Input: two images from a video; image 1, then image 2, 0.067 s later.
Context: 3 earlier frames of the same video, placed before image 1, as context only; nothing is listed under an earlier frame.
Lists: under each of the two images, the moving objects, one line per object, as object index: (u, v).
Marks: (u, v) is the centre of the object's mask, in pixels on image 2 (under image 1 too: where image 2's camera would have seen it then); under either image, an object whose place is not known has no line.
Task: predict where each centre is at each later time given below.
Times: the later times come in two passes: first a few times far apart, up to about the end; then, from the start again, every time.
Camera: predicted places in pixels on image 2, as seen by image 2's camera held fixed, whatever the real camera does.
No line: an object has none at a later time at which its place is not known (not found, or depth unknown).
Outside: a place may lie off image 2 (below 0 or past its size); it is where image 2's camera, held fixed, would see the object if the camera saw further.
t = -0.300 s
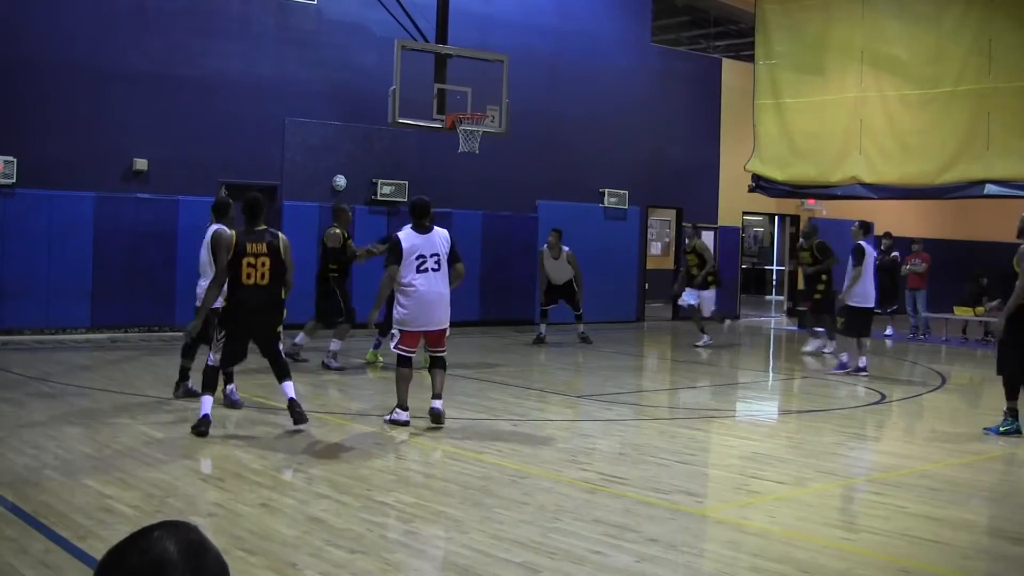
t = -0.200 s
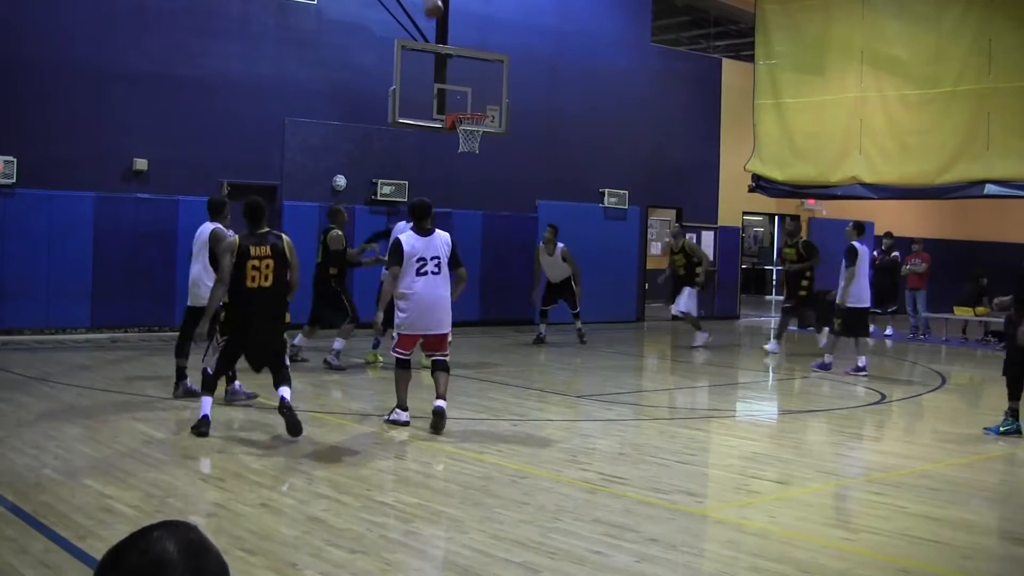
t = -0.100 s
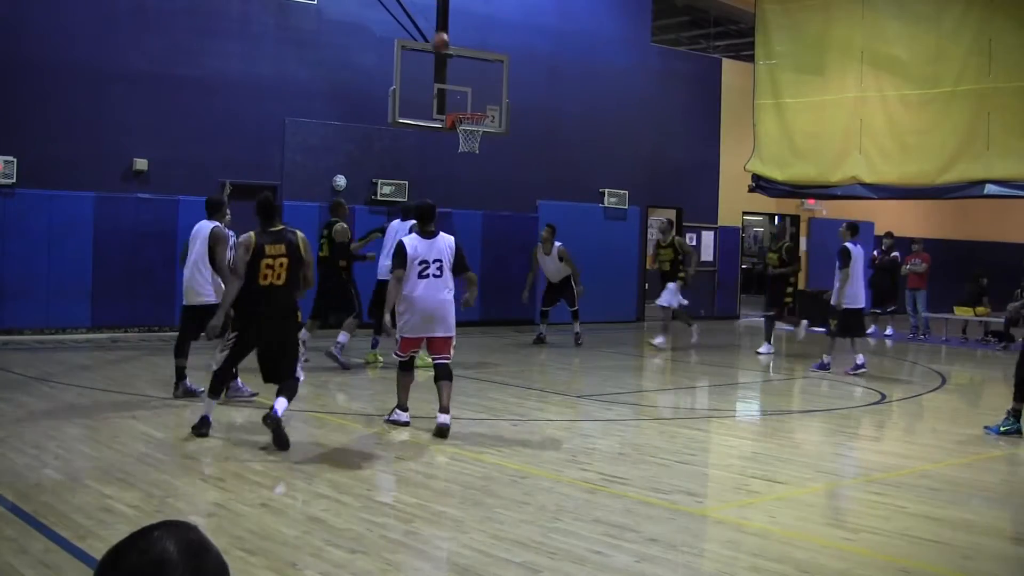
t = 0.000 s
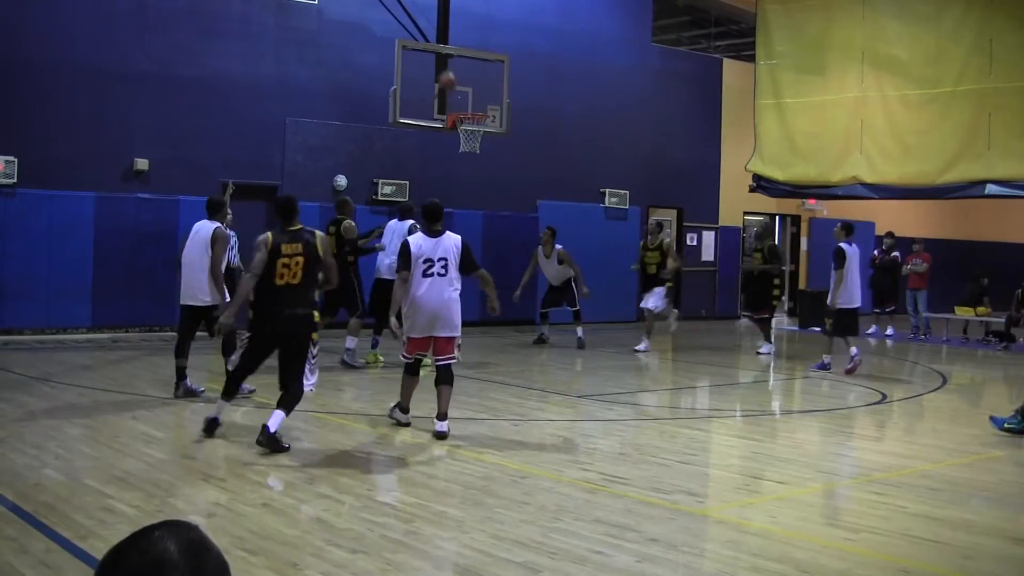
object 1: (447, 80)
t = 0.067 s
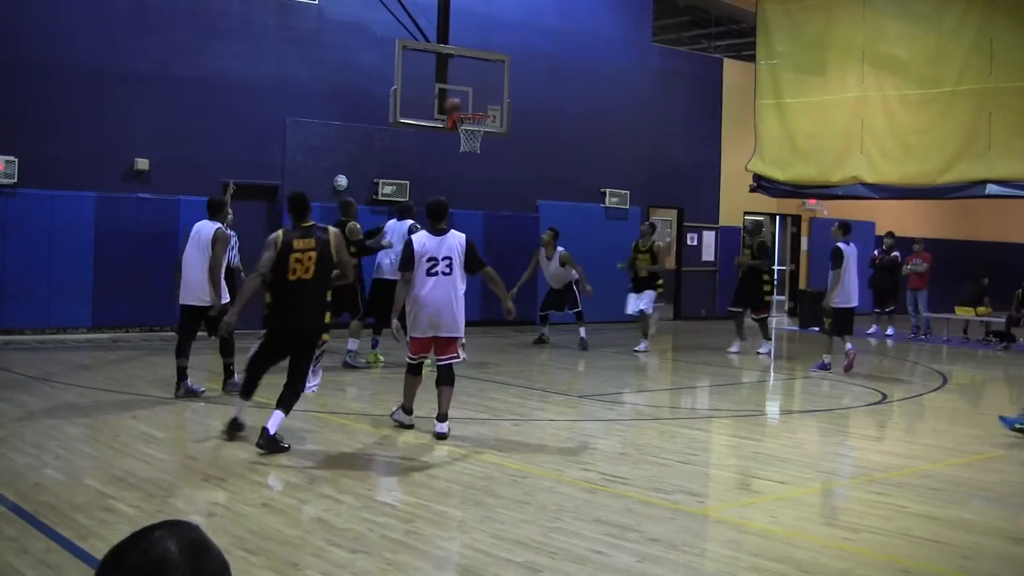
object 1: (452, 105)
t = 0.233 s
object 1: (479, 66)
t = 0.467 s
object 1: (516, 43)
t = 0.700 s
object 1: (555, 62)
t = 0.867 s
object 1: (584, 106)
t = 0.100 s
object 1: (459, 97)
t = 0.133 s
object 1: (463, 88)
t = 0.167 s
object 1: (469, 80)
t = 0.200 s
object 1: (475, 73)
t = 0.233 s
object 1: (479, 66)
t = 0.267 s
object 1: (485, 60)
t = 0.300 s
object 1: (489, 56)
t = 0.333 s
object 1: (495, 51)
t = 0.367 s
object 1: (500, 48)
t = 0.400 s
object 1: (505, 44)
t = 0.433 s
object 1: (510, 43)
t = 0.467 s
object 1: (516, 43)
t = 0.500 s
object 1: (521, 43)
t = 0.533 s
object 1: (527, 44)
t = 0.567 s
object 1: (532, 46)
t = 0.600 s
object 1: (538, 49)
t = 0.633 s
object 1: (544, 52)
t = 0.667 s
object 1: (549, 57)
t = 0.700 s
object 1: (555, 62)
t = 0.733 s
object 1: (561, 69)
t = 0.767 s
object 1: (566, 77)
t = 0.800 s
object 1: (572, 85)
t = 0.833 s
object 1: (577, 94)
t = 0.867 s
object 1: (584, 106)
